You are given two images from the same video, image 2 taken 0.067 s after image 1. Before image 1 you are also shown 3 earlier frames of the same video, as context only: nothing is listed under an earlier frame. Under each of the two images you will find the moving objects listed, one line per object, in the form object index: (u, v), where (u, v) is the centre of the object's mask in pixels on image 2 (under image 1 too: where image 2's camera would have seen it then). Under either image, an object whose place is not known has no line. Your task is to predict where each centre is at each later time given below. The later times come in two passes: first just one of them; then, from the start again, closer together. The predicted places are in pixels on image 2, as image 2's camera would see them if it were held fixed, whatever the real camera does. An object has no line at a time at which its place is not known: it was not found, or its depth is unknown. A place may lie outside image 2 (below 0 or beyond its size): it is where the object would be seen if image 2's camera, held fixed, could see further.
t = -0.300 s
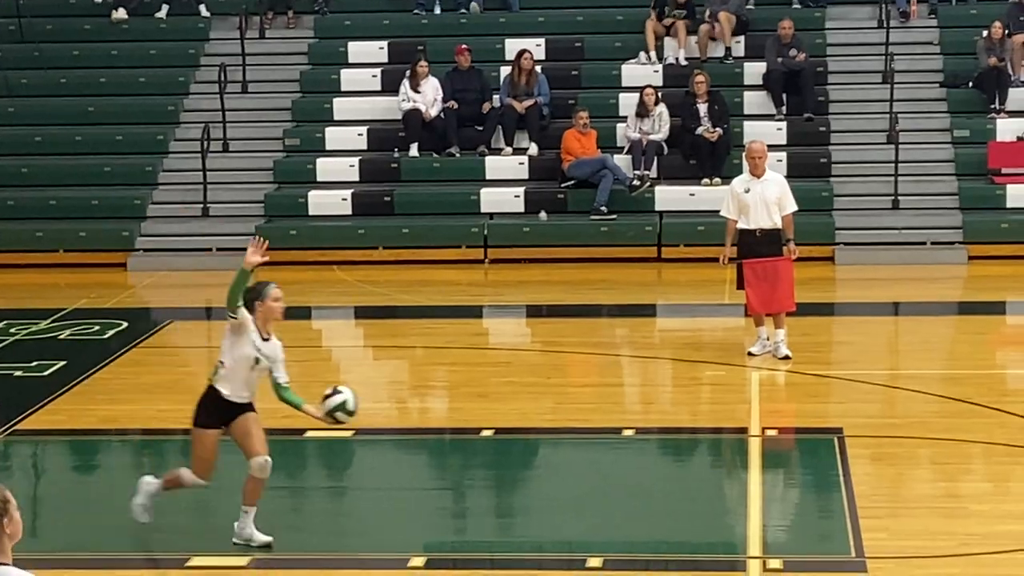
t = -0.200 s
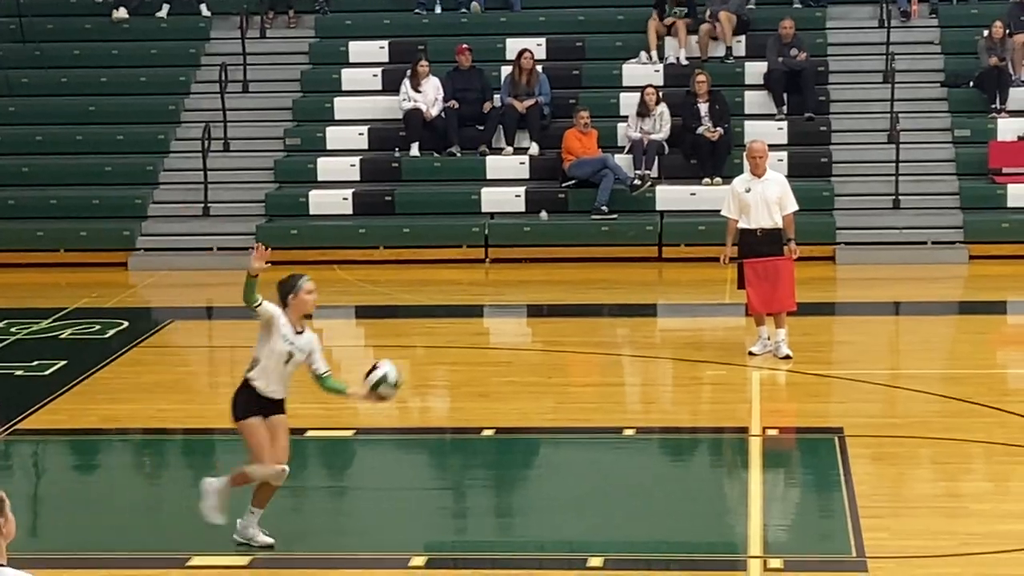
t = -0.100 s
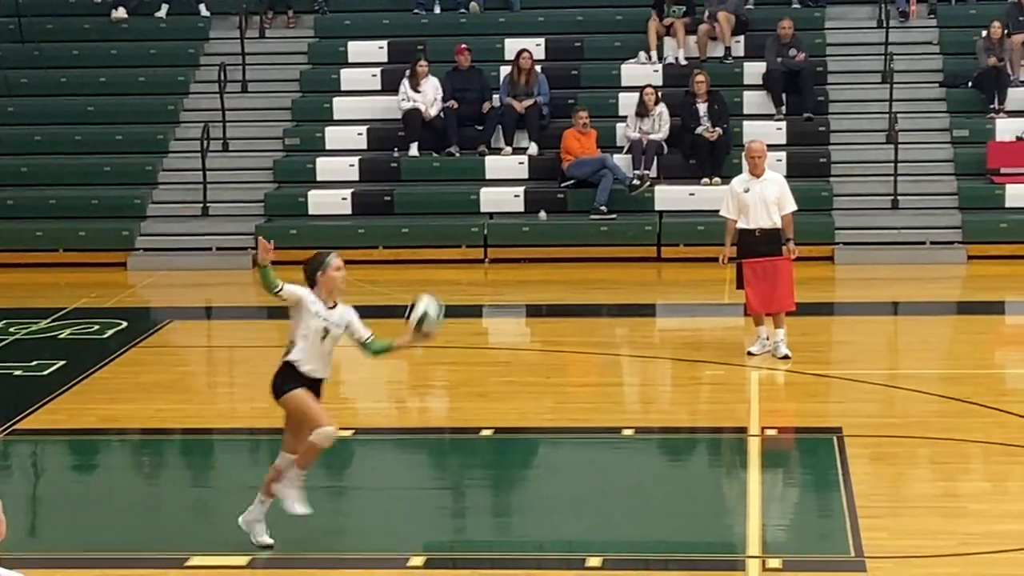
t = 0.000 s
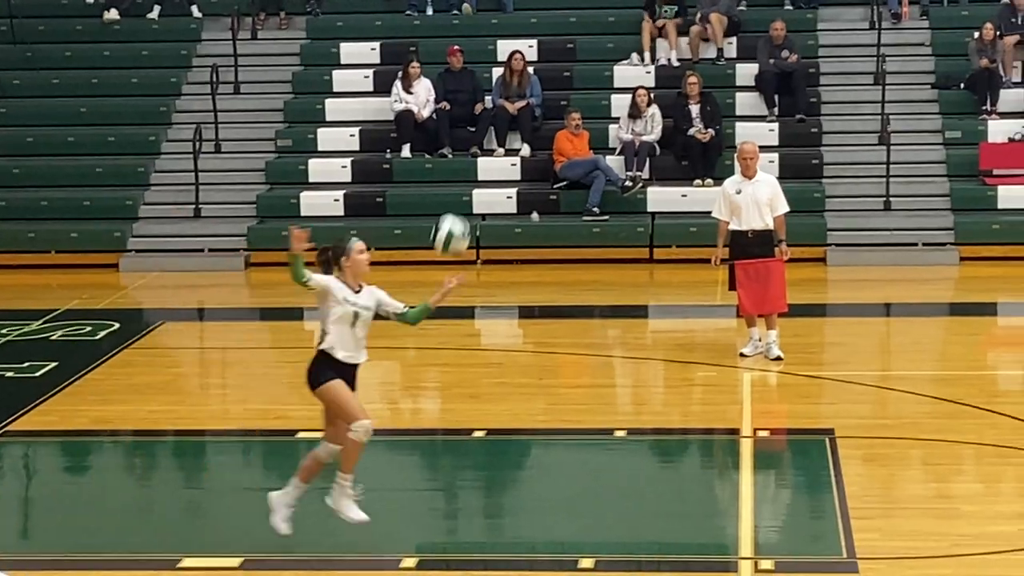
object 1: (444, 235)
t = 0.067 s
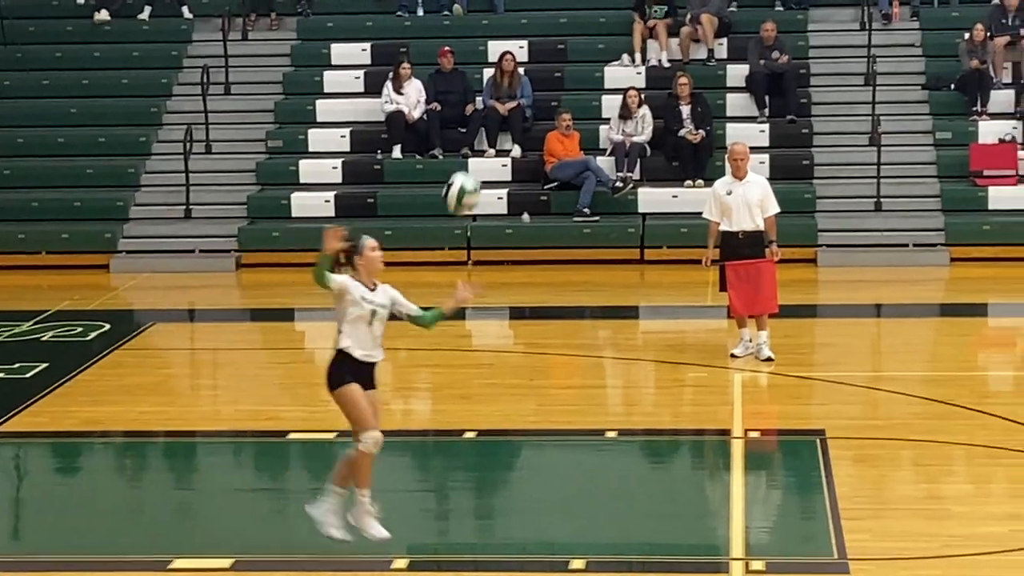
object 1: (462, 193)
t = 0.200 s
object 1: (506, 128)
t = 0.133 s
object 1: (484, 154)
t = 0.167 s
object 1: (495, 139)
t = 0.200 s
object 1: (506, 128)
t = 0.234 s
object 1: (518, 115)
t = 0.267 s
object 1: (528, 105)
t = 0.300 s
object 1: (538, 97)
